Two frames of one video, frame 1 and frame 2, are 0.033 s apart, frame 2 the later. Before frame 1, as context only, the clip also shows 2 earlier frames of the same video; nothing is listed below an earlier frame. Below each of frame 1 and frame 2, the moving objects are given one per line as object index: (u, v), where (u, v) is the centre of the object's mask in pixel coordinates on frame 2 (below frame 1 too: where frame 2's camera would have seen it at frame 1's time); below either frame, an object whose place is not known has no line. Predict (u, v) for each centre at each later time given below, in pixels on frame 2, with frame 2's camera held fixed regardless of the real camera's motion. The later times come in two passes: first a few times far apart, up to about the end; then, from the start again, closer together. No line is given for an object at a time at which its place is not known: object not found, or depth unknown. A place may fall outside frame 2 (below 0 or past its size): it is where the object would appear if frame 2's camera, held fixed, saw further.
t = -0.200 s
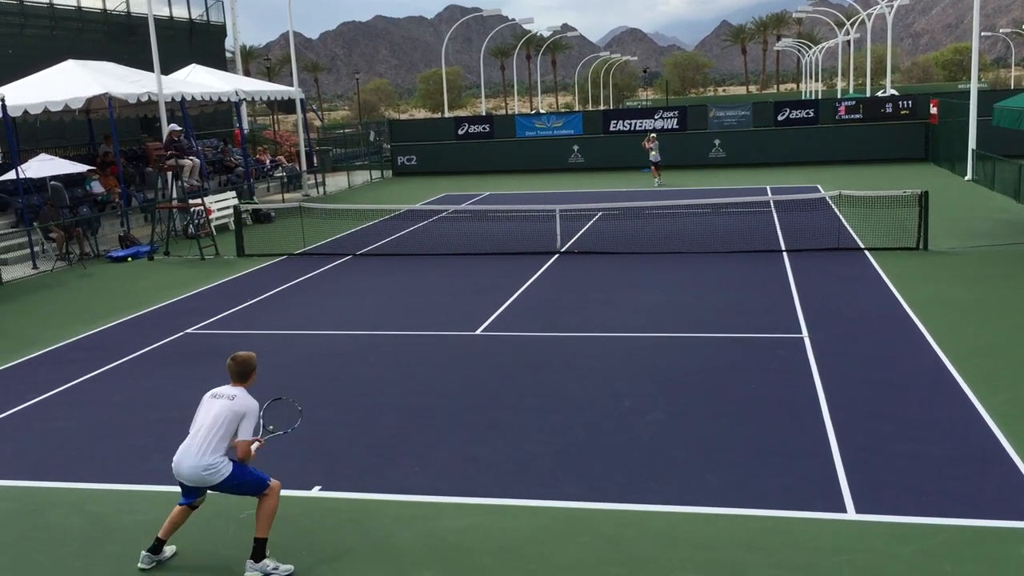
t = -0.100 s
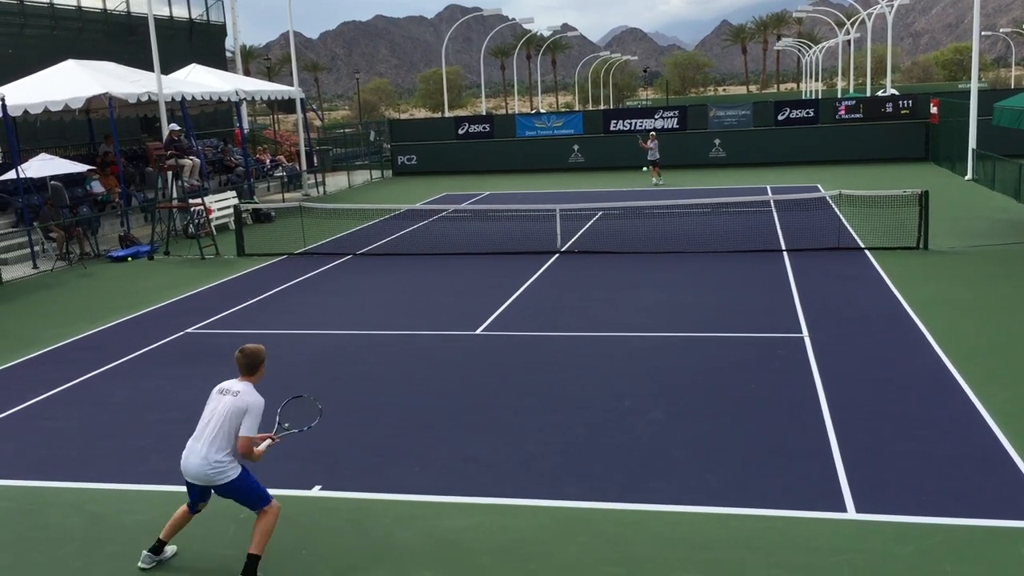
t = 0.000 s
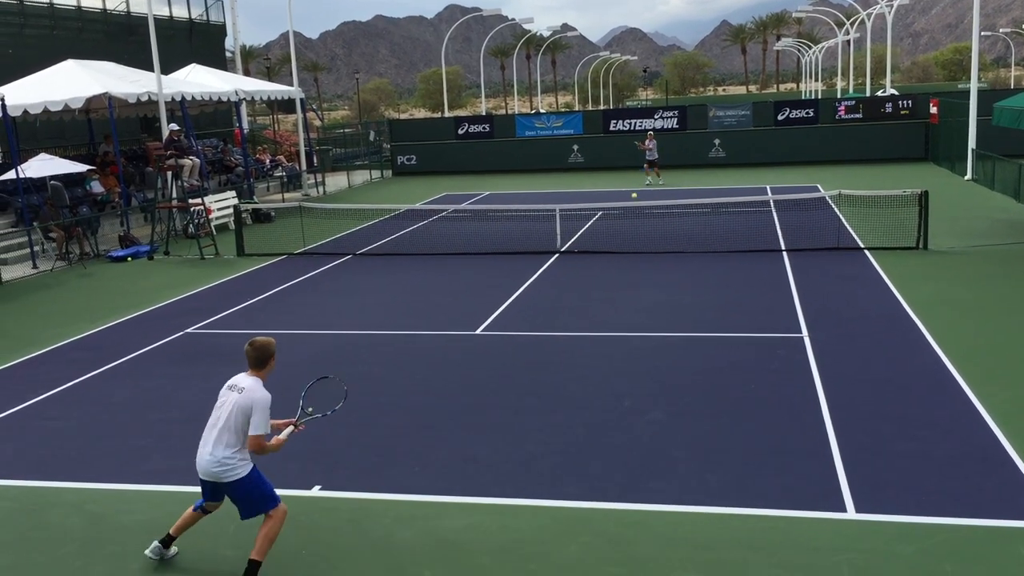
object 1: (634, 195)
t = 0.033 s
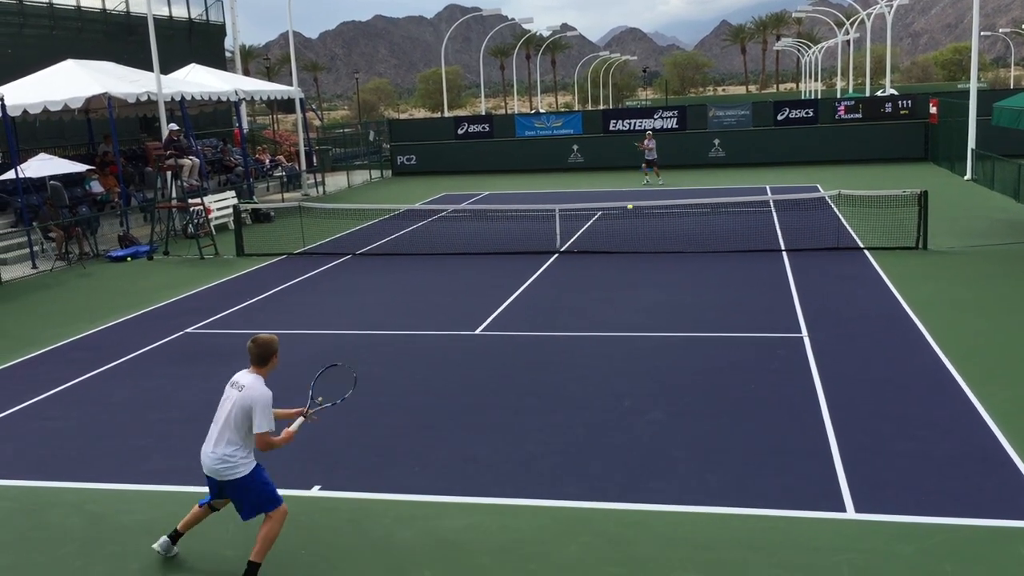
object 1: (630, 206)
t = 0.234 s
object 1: (602, 315)
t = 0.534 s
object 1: (547, 330)
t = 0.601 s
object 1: (531, 335)
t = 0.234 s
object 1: (602, 315)
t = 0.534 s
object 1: (547, 330)
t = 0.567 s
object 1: (539, 332)
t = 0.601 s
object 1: (531, 335)
